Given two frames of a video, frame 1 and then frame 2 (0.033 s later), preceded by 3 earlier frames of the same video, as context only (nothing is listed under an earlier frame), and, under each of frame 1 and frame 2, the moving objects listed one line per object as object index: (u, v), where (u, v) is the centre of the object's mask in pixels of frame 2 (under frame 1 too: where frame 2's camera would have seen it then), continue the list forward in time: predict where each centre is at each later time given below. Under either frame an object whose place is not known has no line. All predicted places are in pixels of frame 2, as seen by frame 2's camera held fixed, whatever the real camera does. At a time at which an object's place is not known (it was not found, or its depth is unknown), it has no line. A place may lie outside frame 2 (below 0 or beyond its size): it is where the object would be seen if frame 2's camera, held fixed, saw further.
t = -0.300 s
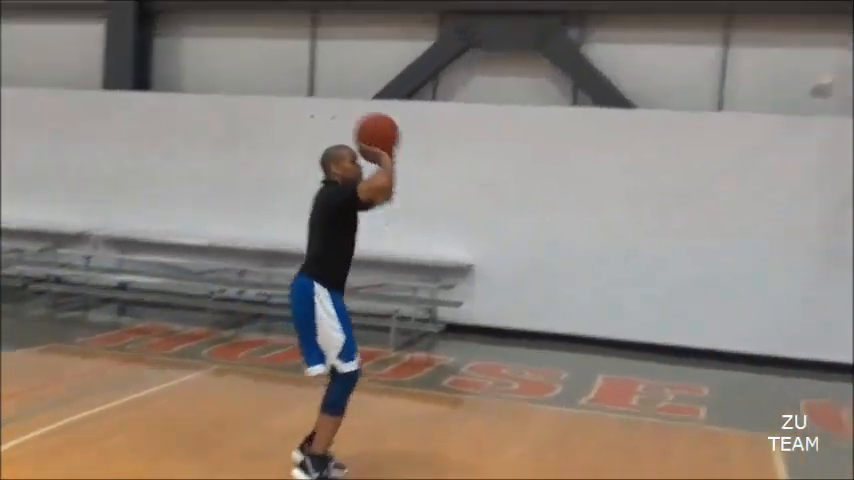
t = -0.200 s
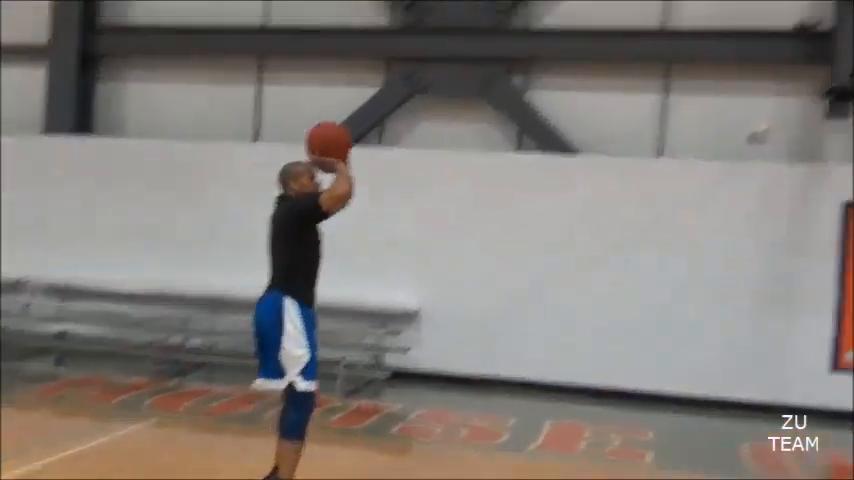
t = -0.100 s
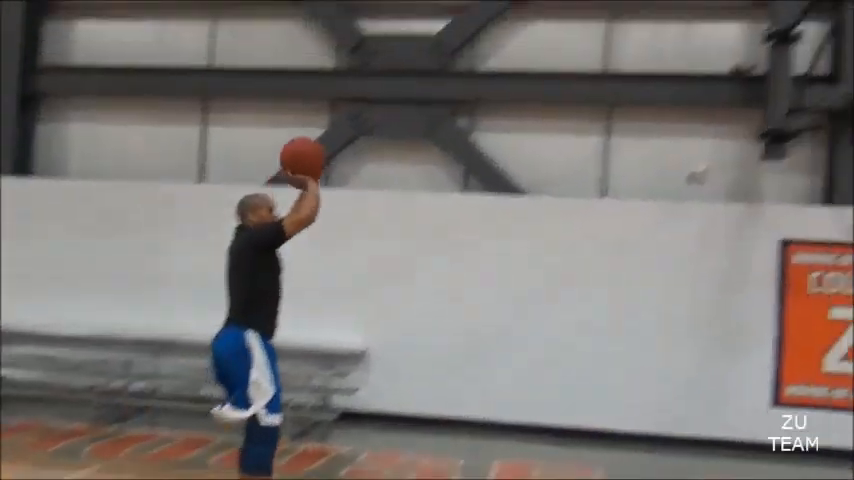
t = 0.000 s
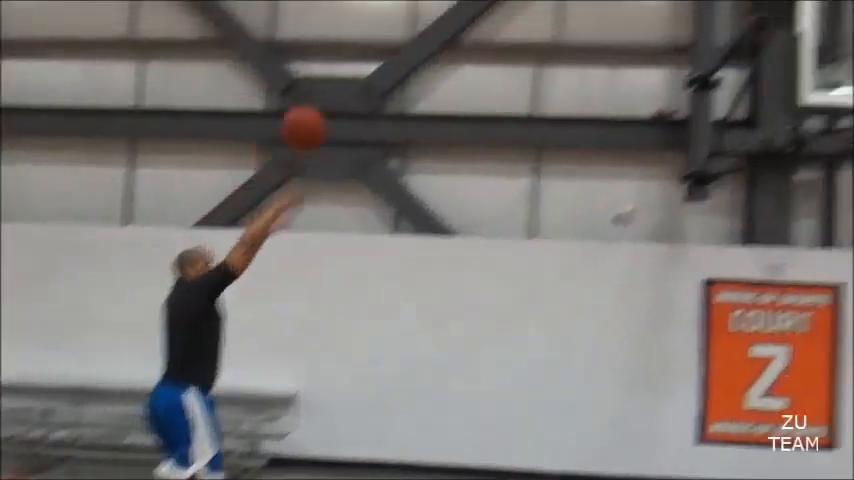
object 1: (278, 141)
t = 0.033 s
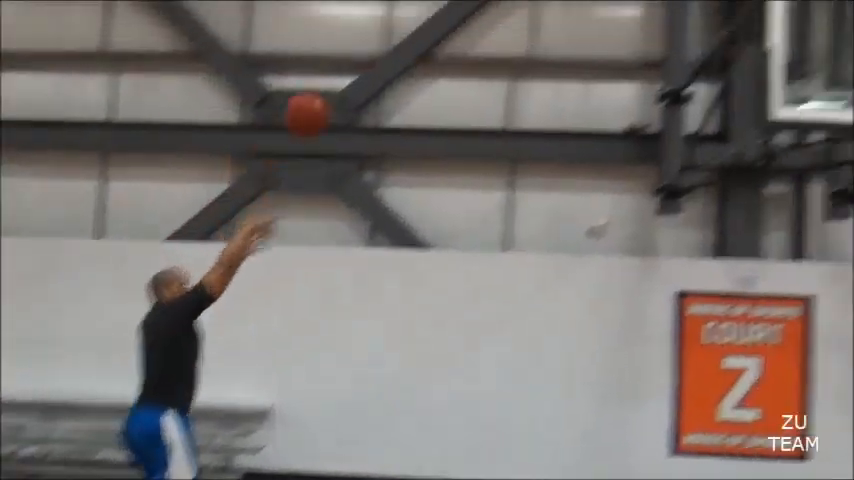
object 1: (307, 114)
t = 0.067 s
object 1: (337, 90)
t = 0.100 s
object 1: (365, 67)
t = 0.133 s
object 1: (393, 48)
